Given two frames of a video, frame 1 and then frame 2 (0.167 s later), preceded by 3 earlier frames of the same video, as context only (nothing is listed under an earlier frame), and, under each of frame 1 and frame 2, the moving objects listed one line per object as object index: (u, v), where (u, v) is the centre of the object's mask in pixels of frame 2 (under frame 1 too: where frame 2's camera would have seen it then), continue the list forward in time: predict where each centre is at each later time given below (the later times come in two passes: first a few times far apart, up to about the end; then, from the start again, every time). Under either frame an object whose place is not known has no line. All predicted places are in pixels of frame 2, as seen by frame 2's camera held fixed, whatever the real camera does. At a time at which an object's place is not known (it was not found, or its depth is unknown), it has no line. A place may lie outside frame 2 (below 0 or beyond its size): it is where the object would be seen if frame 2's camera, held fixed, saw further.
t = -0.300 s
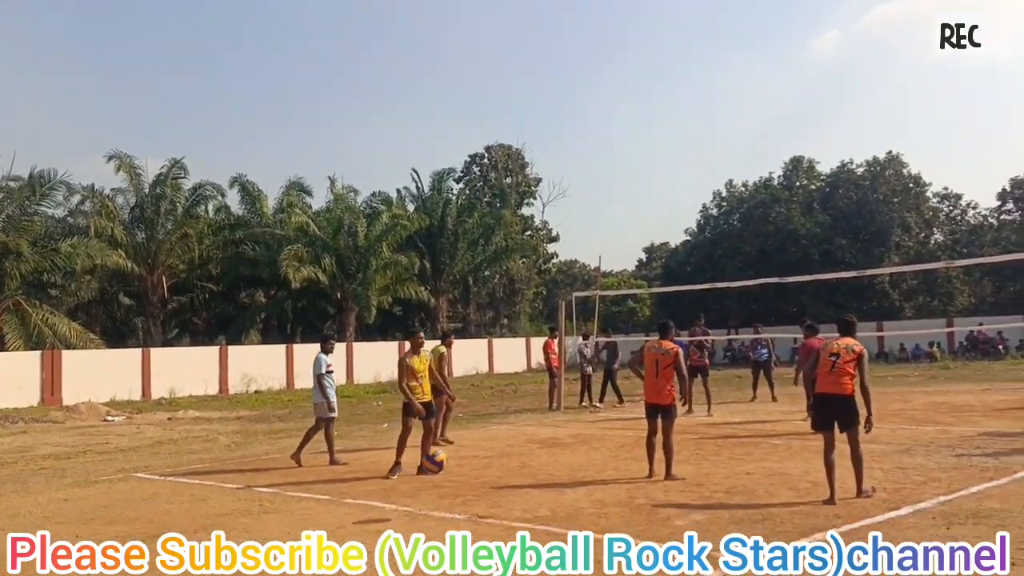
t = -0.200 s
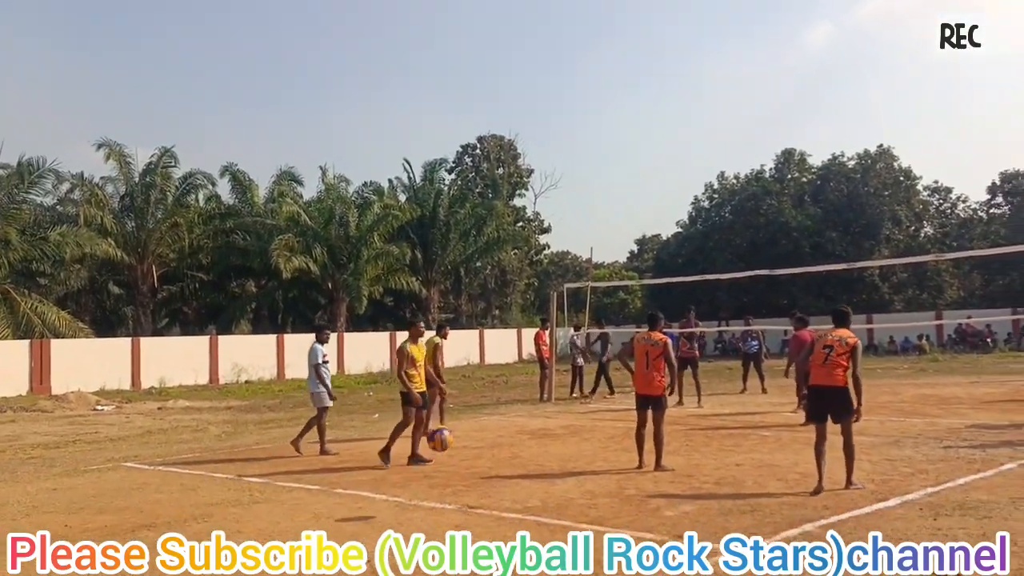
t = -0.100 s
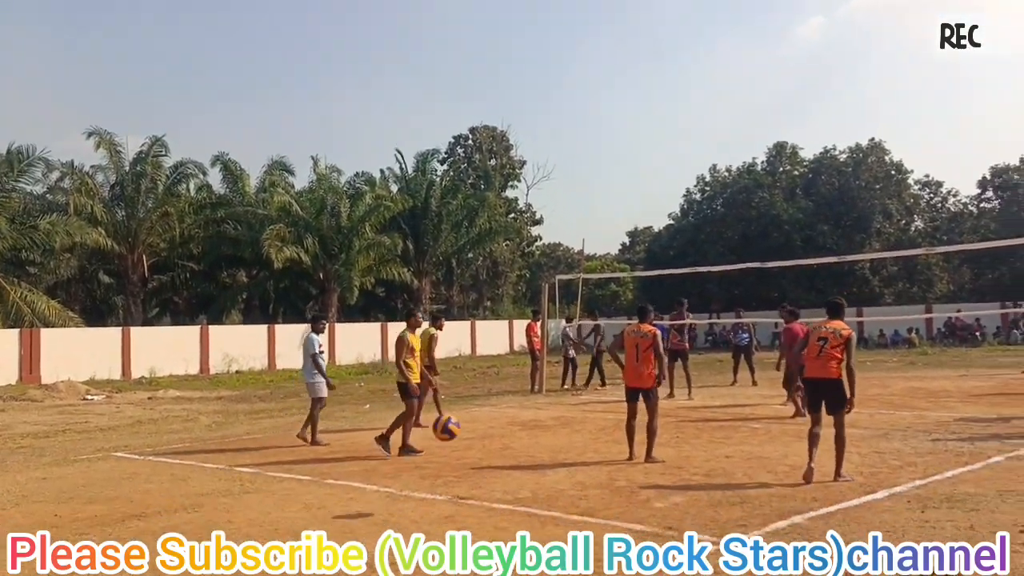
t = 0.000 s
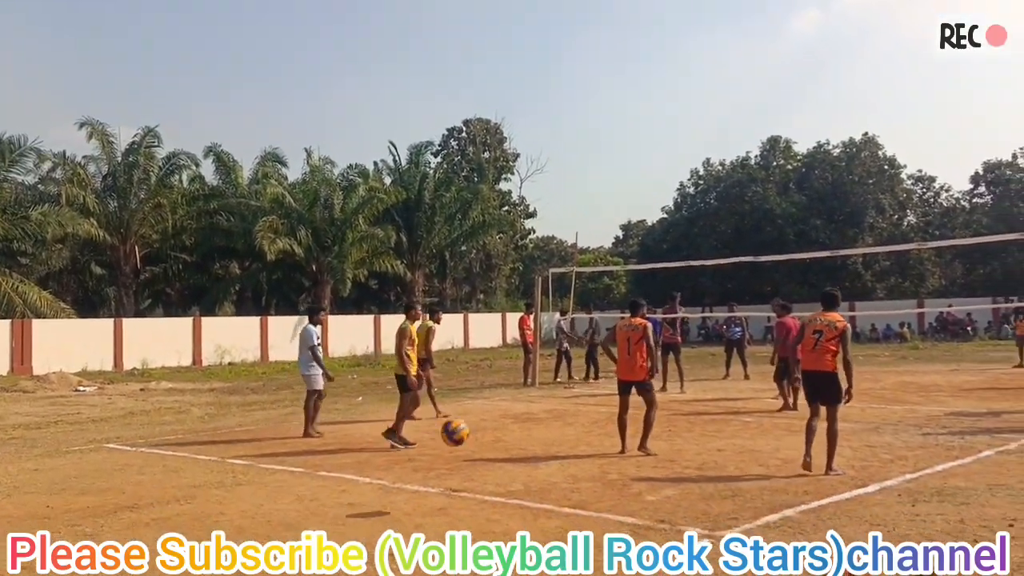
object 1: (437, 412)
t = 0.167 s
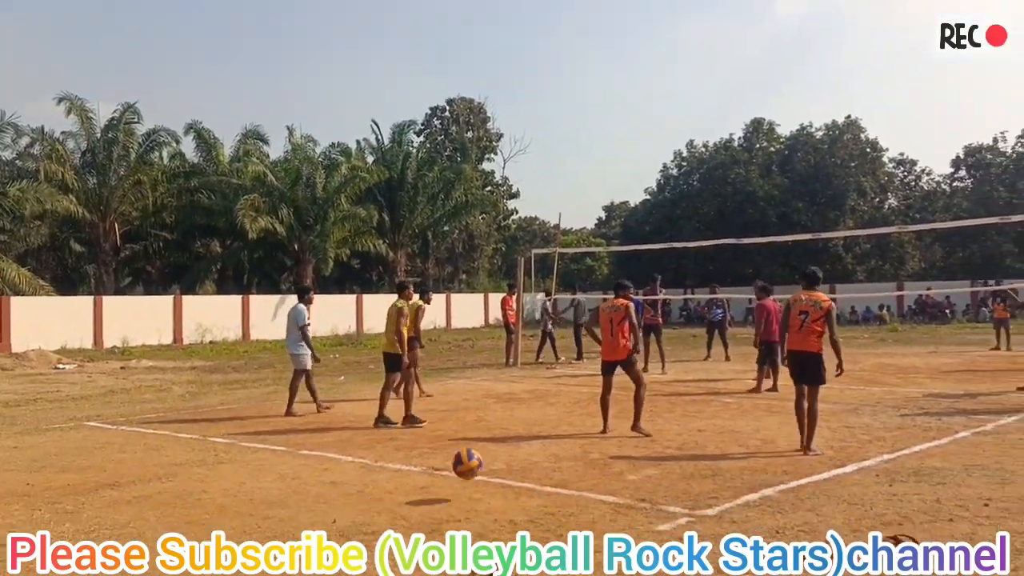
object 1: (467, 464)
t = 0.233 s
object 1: (479, 484)
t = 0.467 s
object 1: (534, 442)
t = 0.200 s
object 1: (474, 480)
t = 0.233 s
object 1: (479, 484)
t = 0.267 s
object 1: (487, 473)
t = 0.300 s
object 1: (494, 464)
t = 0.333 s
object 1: (502, 456)
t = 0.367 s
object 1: (510, 450)
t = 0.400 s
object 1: (518, 446)
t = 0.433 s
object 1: (525, 443)
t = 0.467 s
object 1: (534, 442)
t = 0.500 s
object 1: (543, 442)
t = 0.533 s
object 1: (552, 445)
